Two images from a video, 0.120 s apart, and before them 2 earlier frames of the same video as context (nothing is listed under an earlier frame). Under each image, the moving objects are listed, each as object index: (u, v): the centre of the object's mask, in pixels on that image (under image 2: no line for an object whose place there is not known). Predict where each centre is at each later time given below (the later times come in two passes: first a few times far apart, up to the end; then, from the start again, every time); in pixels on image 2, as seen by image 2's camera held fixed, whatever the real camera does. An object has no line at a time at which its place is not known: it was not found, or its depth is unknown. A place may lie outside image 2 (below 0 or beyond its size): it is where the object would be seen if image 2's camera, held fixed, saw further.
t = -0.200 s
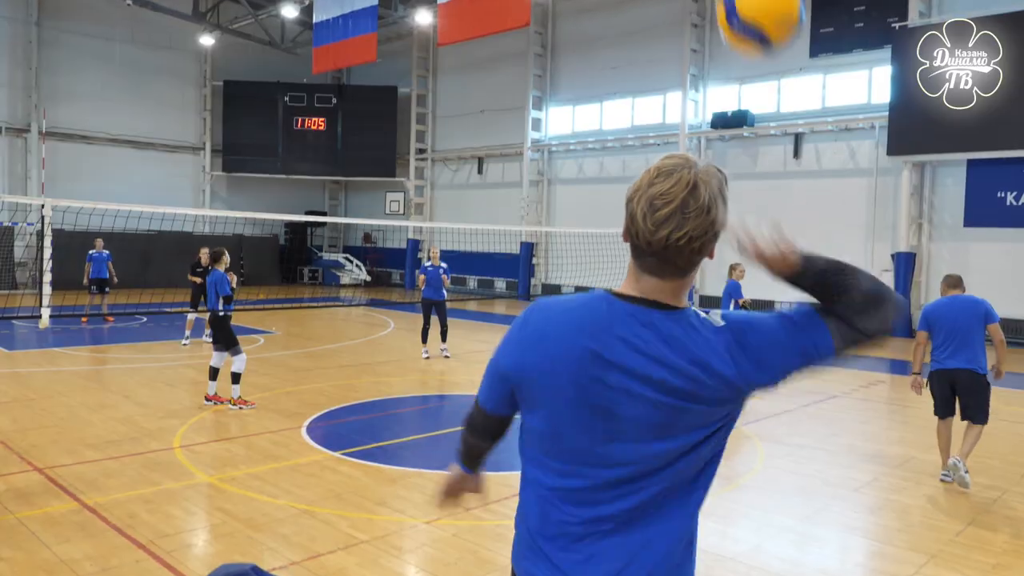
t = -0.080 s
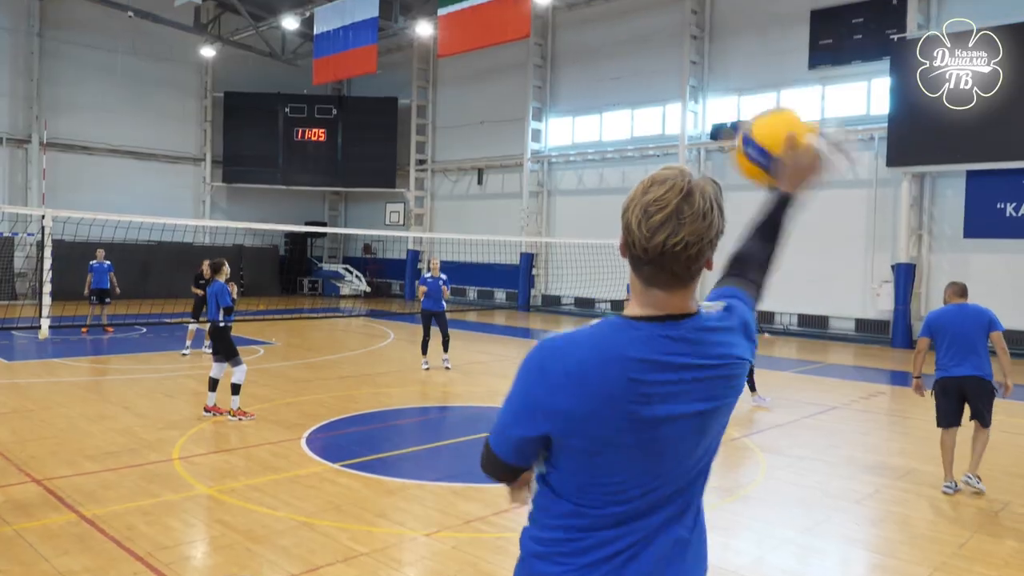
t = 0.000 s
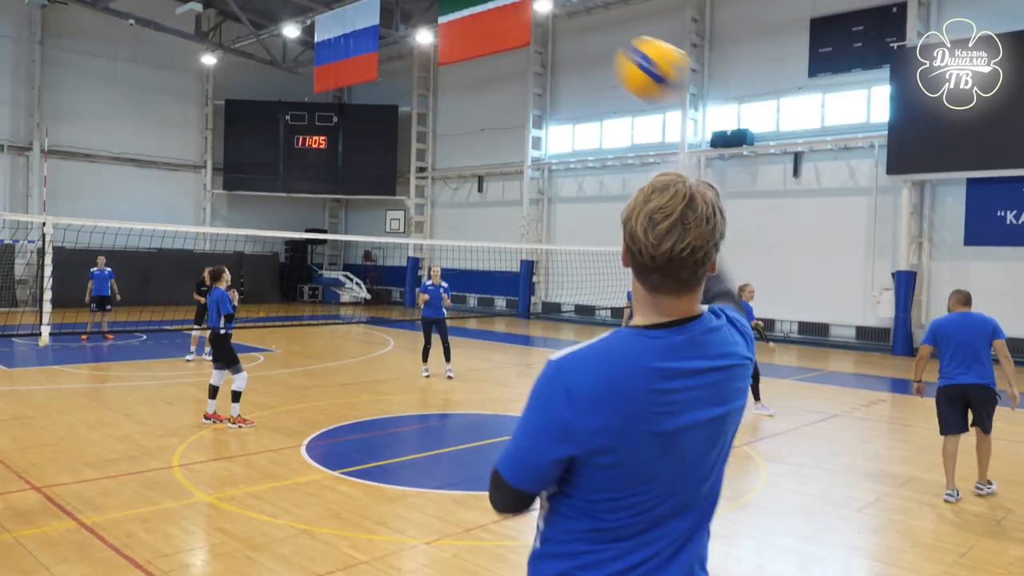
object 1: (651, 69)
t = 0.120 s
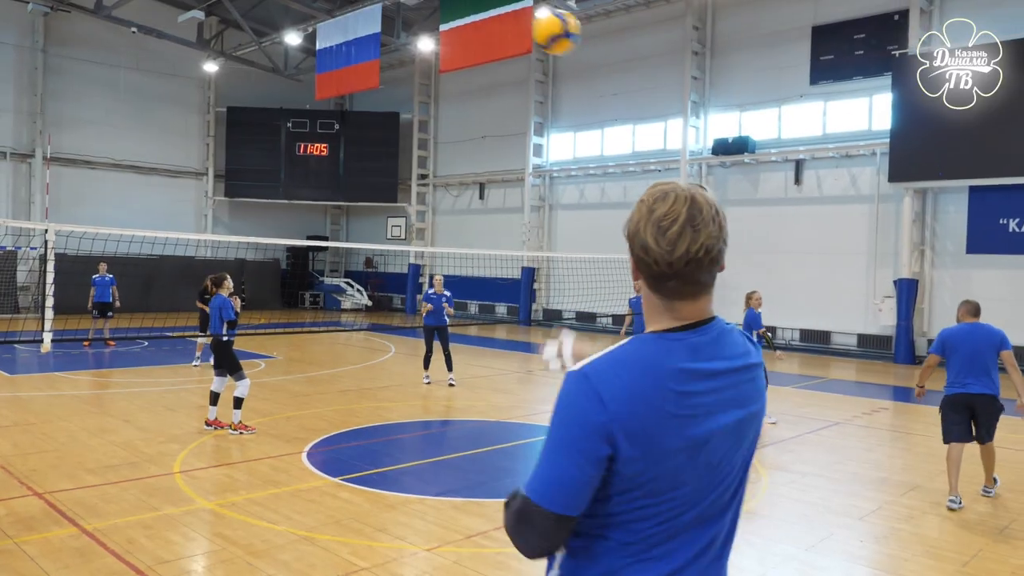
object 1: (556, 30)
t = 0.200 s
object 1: (517, 25)
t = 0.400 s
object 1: (460, 50)
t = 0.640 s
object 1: (426, 115)
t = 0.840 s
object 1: (407, 181)
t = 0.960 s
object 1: (395, 224)
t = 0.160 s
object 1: (536, 26)
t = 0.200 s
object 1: (517, 25)
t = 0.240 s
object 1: (504, 26)
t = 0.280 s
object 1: (490, 30)
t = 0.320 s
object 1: (479, 35)
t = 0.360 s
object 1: (469, 42)
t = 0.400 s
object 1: (460, 50)
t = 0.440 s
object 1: (452, 59)
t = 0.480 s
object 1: (446, 68)
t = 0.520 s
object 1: (439, 79)
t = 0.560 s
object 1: (434, 91)
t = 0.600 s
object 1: (429, 103)
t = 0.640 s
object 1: (426, 115)
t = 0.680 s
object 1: (422, 128)
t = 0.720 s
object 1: (417, 141)
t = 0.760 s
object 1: (414, 154)
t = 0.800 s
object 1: (410, 168)
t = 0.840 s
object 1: (407, 181)
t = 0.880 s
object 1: (403, 195)
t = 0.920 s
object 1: (399, 209)
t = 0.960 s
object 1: (395, 224)
